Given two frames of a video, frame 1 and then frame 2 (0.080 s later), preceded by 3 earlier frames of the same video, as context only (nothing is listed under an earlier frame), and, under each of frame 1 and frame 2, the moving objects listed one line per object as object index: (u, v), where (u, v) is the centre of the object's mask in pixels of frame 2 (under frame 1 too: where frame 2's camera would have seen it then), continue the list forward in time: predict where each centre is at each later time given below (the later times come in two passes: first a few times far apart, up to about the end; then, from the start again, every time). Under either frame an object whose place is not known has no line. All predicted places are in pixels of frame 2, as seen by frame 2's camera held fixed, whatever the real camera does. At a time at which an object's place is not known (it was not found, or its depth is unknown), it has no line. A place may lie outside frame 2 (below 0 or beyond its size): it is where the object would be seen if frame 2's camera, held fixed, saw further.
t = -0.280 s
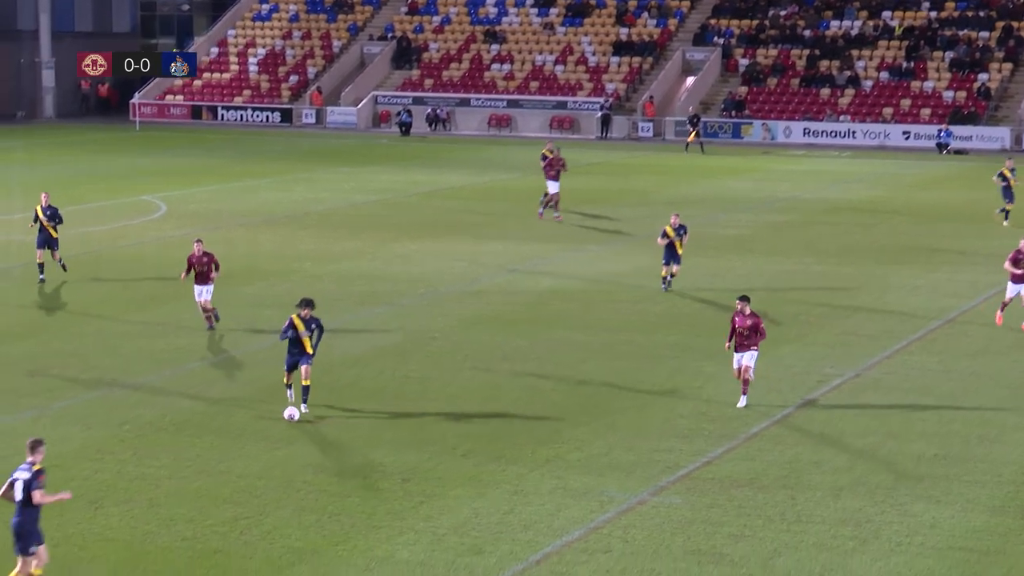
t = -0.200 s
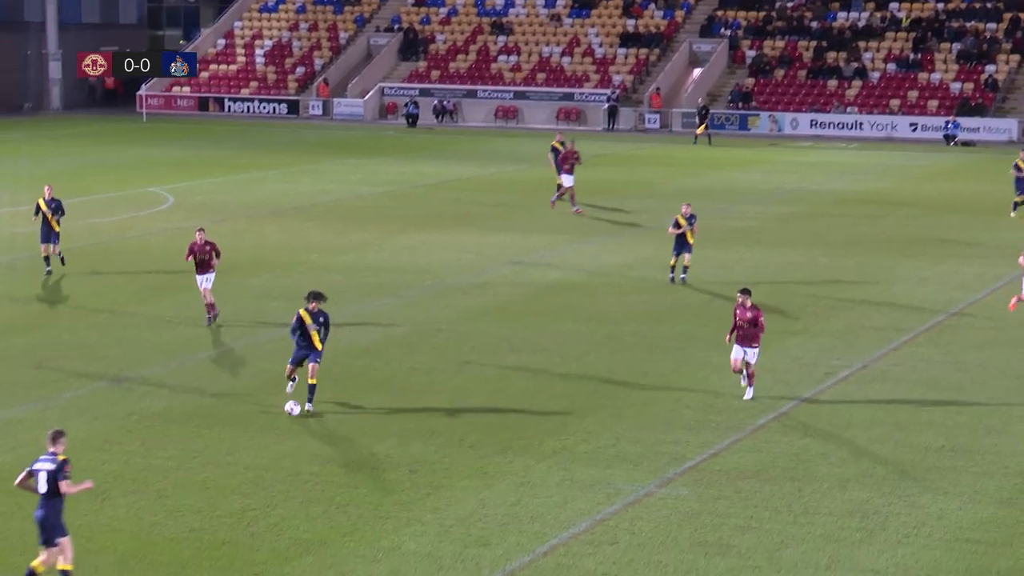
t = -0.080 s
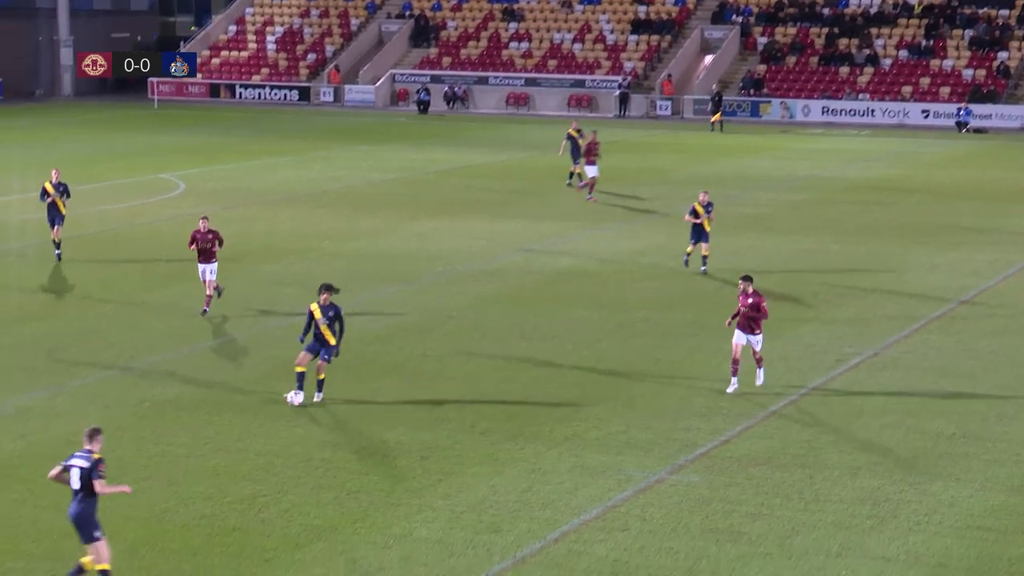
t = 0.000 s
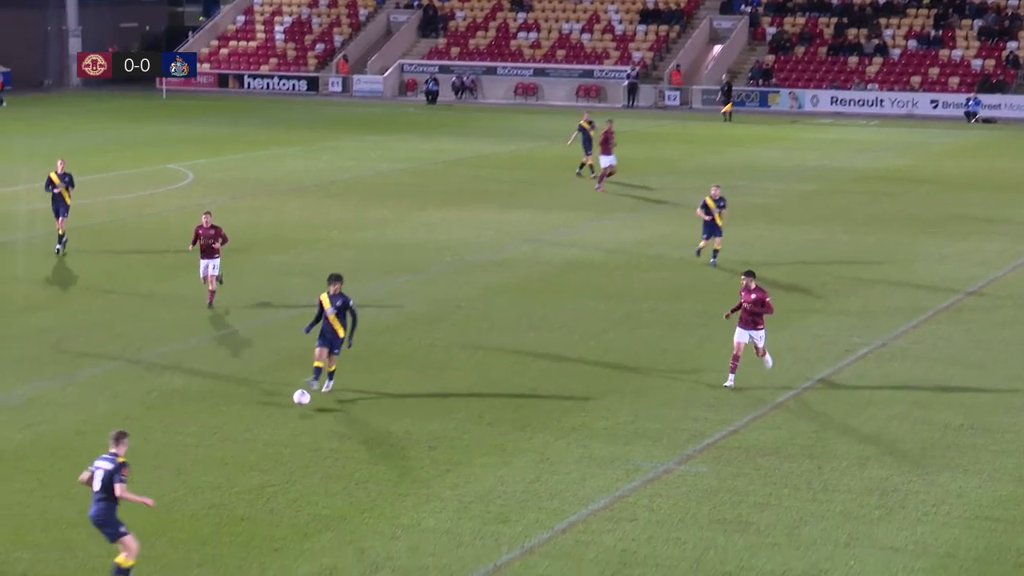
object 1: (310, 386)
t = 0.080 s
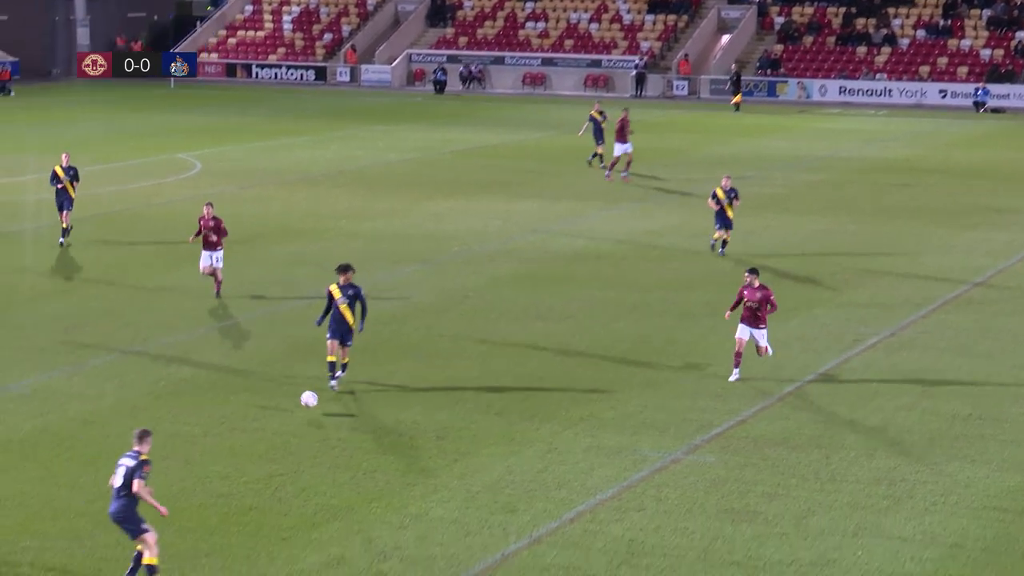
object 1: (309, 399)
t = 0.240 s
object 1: (308, 436)
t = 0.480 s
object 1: (309, 488)
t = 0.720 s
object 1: (312, 537)
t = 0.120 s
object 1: (309, 407)
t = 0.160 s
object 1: (309, 417)
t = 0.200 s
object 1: (309, 429)
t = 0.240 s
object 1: (308, 436)
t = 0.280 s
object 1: (309, 441)
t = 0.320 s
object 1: (309, 447)
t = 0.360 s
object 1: (309, 455)
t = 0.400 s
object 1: (309, 465)
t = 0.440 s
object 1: (310, 477)
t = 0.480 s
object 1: (309, 488)
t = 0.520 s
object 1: (309, 493)
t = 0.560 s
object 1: (310, 501)
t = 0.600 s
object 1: (310, 510)
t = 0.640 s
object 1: (311, 521)
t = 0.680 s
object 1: (311, 530)
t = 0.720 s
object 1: (312, 537)
